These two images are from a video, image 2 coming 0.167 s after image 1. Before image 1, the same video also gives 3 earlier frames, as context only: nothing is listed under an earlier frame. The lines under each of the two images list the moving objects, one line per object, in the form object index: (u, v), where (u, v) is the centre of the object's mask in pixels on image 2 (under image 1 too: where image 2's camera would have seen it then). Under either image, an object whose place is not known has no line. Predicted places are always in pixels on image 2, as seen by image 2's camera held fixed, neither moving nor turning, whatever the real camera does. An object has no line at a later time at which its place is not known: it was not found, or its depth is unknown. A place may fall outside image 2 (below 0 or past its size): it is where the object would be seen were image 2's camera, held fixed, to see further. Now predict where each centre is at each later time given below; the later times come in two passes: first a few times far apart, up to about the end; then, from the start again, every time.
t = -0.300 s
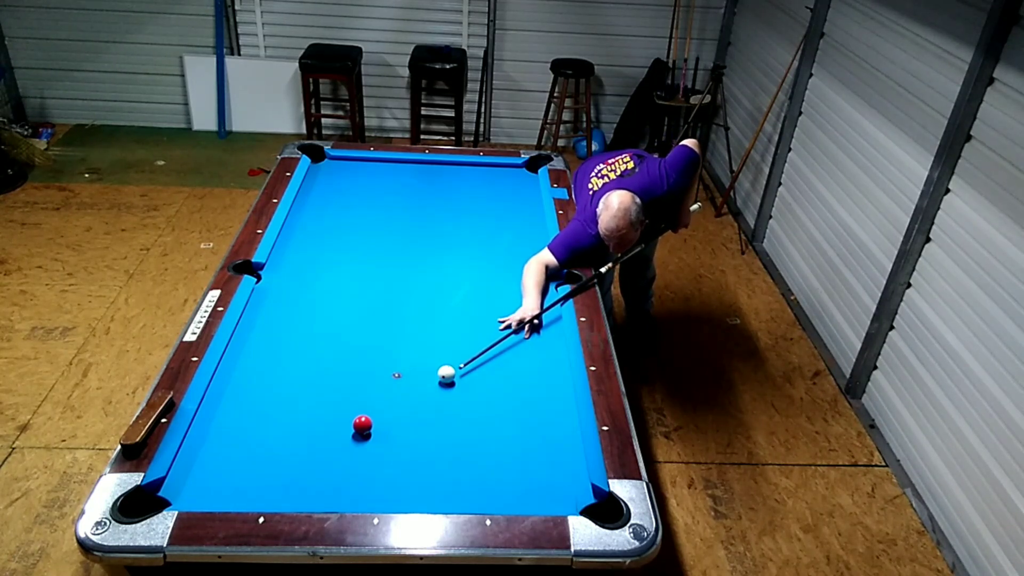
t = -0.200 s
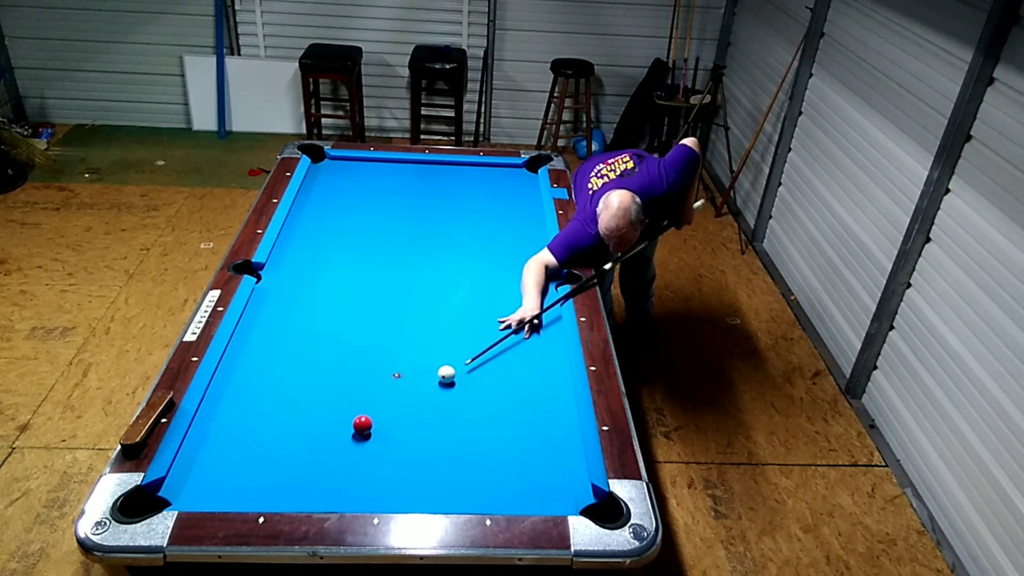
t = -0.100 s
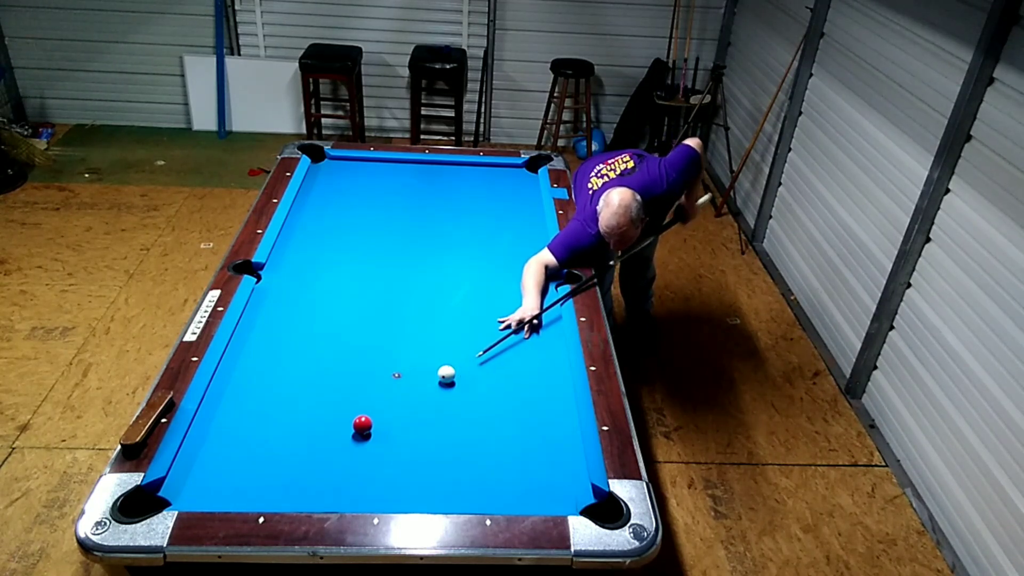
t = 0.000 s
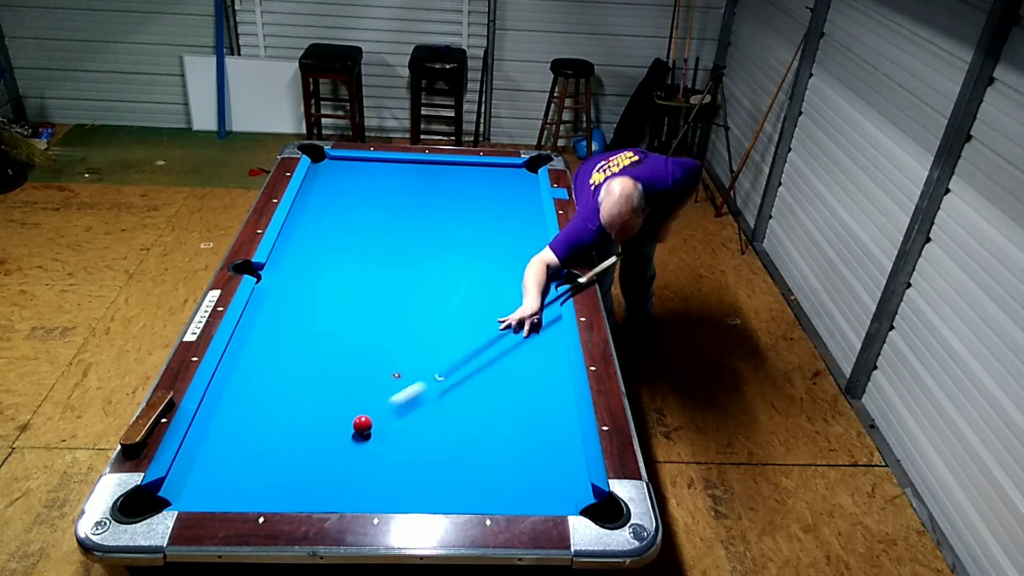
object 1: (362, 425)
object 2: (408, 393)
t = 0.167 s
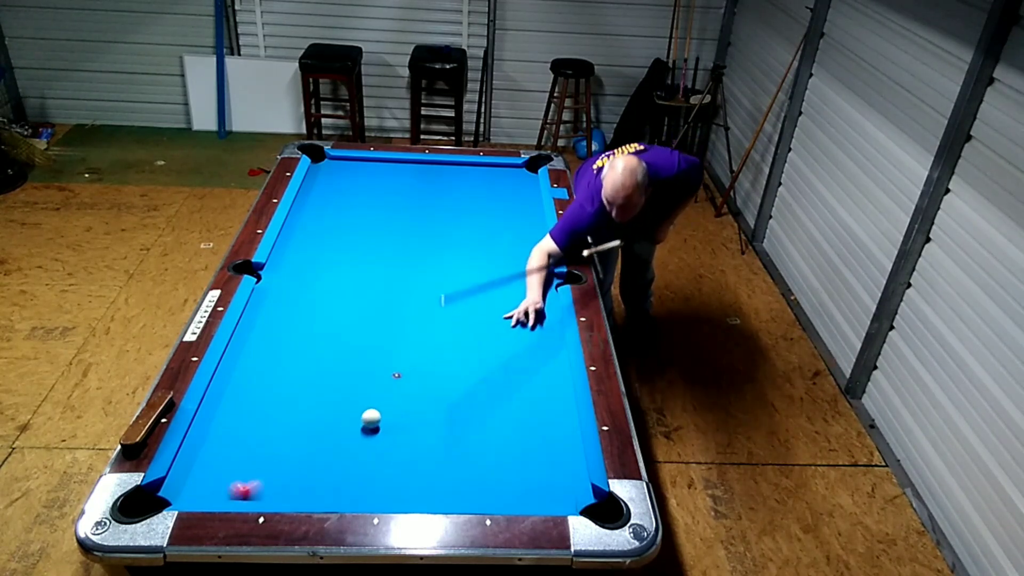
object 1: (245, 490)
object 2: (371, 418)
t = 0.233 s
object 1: (221, 470)
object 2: (367, 421)
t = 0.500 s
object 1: (241, 401)
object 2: (354, 429)
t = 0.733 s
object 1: (299, 354)
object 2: (343, 436)
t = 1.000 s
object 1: (353, 310)
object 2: (333, 442)
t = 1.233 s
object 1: (392, 278)
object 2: (325, 447)
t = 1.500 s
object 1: (429, 247)
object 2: (317, 452)
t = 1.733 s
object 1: (457, 224)
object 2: (313, 454)
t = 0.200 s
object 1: (231, 482)
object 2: (369, 419)
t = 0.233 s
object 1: (221, 470)
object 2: (367, 421)
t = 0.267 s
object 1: (211, 460)
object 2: (366, 422)
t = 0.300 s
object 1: (203, 450)
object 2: (364, 423)
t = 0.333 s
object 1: (194, 442)
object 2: (362, 424)
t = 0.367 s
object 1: (201, 432)
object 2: (361, 425)
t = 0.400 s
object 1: (212, 424)
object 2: (359, 426)
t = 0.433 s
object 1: (223, 416)
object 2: (357, 427)
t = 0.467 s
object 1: (232, 408)
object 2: (356, 428)
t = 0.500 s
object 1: (241, 401)
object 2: (354, 429)
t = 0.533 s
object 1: (251, 393)
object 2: (352, 430)
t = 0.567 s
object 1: (259, 386)
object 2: (351, 431)
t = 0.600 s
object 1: (268, 379)
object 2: (349, 432)
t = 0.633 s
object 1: (276, 373)
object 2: (348, 433)
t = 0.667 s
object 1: (284, 366)
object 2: (346, 434)
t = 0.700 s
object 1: (292, 360)
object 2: (345, 435)
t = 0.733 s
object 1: (299, 354)
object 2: (343, 436)
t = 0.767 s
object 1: (307, 348)
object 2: (342, 437)
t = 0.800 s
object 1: (314, 342)
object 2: (340, 438)
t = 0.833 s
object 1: (320, 337)
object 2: (339, 439)
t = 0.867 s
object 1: (327, 331)
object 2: (338, 439)
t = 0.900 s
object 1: (334, 325)
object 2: (337, 440)
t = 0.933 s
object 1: (340, 320)
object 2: (335, 441)
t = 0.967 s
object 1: (347, 315)
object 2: (334, 442)
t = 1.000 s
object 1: (353, 310)
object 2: (333, 442)
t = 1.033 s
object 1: (359, 305)
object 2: (331, 444)
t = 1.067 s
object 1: (365, 300)
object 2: (330, 444)
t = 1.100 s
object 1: (370, 296)
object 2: (329, 445)
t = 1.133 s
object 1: (376, 291)
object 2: (328, 445)
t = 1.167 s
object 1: (381, 286)
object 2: (327, 446)
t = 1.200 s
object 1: (386, 282)
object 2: (326, 447)
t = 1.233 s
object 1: (392, 278)
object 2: (325, 447)
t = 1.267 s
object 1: (396, 274)
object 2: (324, 448)
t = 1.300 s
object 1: (401, 270)
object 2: (323, 448)
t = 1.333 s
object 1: (406, 266)
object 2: (322, 449)
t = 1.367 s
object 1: (411, 262)
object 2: (321, 450)
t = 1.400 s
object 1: (416, 258)
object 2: (320, 450)
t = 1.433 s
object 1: (420, 254)
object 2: (319, 451)
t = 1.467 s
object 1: (425, 251)
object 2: (318, 451)
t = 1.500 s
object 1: (429, 247)
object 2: (317, 452)
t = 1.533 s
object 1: (434, 244)
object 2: (317, 452)
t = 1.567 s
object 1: (438, 240)
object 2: (316, 453)
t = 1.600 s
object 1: (442, 237)
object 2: (315, 453)
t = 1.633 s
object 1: (446, 233)
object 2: (314, 454)
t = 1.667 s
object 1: (450, 230)
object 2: (314, 454)
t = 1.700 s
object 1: (454, 227)
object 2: (313, 454)
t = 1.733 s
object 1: (457, 224)
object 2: (313, 454)
